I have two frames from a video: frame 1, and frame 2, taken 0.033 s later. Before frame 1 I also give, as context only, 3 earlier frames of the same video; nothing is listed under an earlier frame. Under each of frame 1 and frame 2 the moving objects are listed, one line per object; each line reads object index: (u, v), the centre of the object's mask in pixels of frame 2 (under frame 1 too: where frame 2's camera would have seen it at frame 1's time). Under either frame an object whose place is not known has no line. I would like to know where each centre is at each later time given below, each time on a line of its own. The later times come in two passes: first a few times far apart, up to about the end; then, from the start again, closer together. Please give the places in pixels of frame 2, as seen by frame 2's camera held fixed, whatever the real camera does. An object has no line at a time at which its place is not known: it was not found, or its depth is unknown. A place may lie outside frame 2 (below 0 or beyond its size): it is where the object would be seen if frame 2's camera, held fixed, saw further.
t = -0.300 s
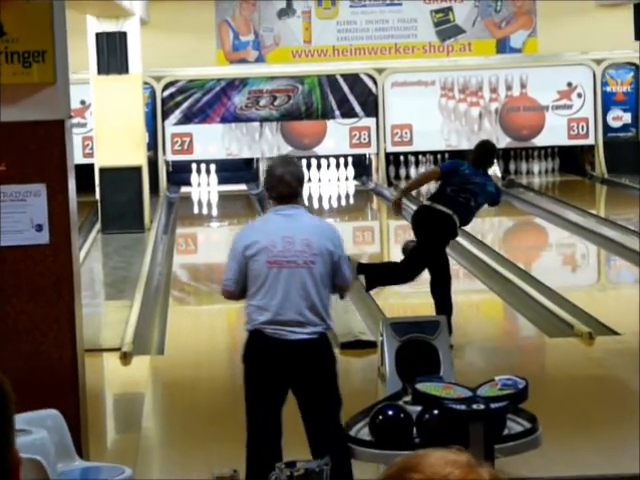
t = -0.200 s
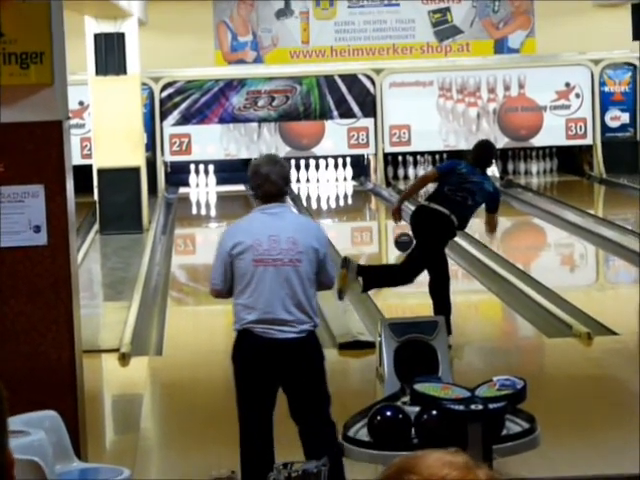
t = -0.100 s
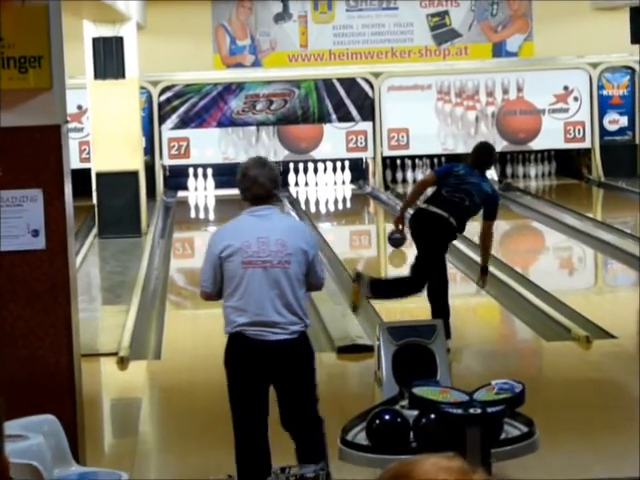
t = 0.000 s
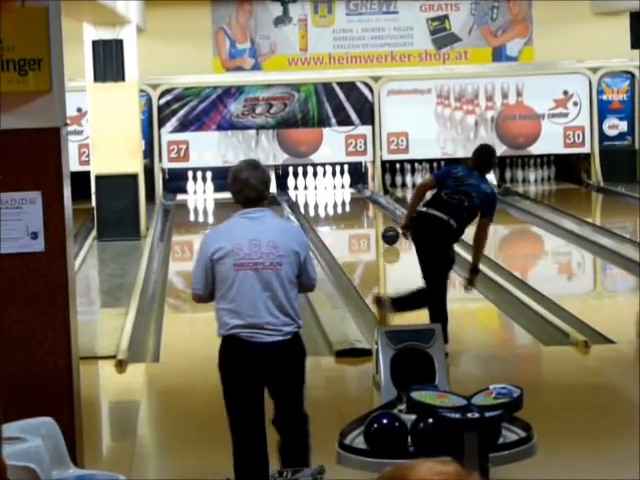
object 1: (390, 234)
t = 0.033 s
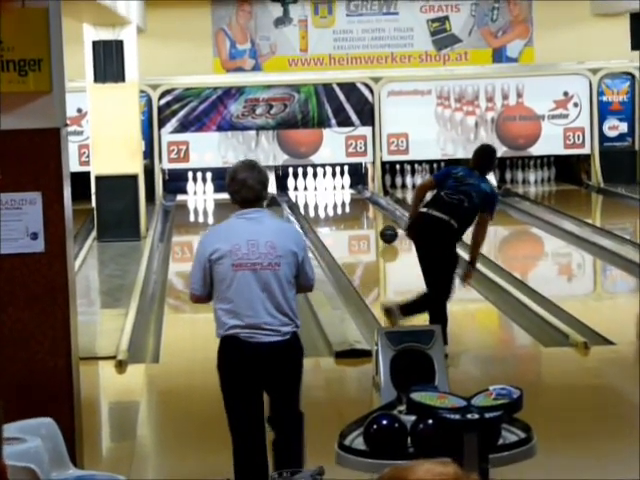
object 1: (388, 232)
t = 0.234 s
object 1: (378, 221)
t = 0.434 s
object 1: (369, 212)
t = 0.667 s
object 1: (359, 202)
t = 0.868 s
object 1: (348, 195)
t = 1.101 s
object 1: (332, 188)
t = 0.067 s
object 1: (387, 230)
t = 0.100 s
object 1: (385, 228)
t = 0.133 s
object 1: (383, 226)
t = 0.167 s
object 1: (382, 225)
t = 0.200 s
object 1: (380, 223)
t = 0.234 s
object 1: (378, 221)
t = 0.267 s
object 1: (377, 219)
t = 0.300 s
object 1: (375, 218)
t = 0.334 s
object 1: (374, 216)
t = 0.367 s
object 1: (372, 215)
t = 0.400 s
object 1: (371, 213)
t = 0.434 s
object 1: (369, 212)
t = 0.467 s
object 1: (368, 210)
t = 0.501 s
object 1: (366, 209)
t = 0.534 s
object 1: (365, 207)
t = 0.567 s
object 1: (363, 206)
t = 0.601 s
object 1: (362, 205)
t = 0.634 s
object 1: (360, 204)
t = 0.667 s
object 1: (359, 202)
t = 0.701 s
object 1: (357, 201)
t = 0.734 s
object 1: (355, 200)
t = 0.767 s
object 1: (353, 199)
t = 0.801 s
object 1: (352, 197)
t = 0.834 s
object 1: (350, 196)
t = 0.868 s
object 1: (348, 195)
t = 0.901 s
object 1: (346, 194)
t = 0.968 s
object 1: (341, 192)
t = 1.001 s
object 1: (339, 191)
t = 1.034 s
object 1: (337, 190)
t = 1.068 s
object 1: (335, 189)
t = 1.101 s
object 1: (332, 188)
